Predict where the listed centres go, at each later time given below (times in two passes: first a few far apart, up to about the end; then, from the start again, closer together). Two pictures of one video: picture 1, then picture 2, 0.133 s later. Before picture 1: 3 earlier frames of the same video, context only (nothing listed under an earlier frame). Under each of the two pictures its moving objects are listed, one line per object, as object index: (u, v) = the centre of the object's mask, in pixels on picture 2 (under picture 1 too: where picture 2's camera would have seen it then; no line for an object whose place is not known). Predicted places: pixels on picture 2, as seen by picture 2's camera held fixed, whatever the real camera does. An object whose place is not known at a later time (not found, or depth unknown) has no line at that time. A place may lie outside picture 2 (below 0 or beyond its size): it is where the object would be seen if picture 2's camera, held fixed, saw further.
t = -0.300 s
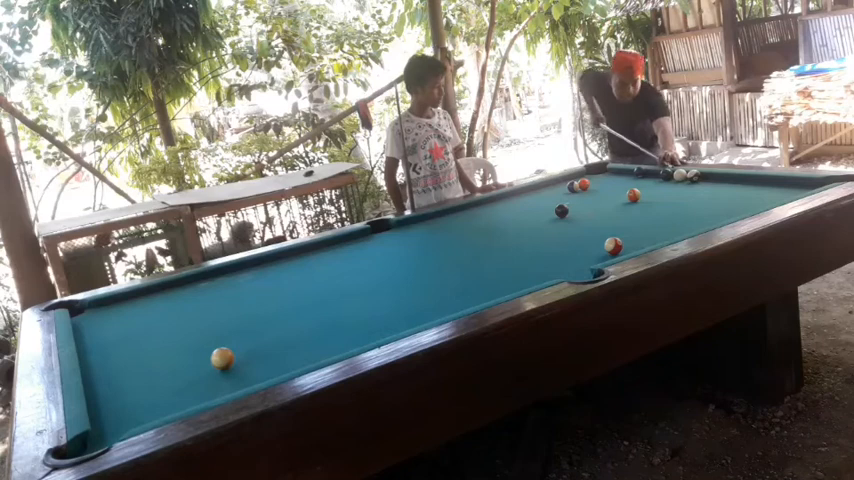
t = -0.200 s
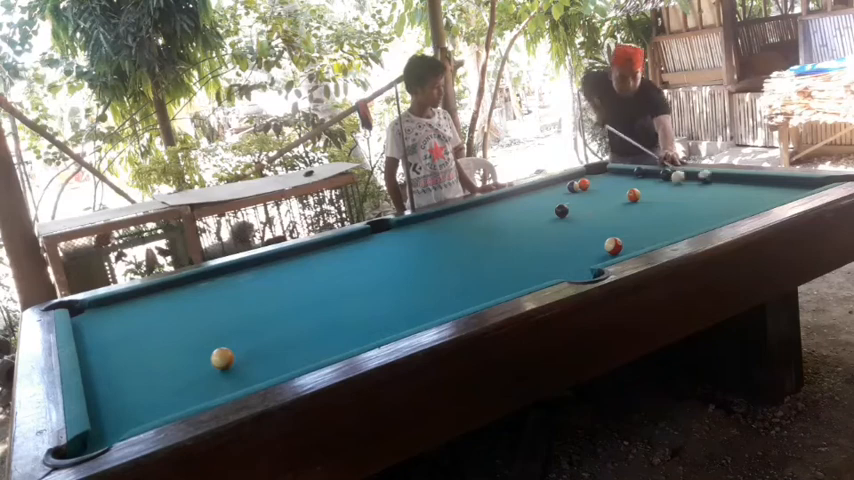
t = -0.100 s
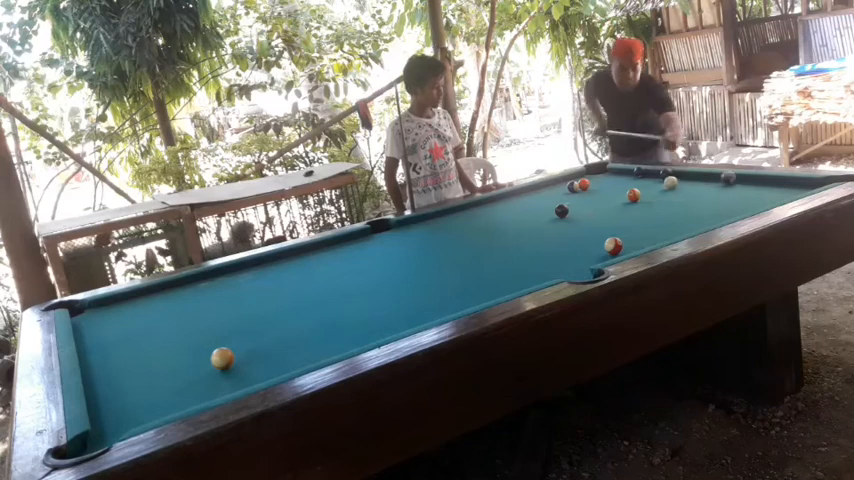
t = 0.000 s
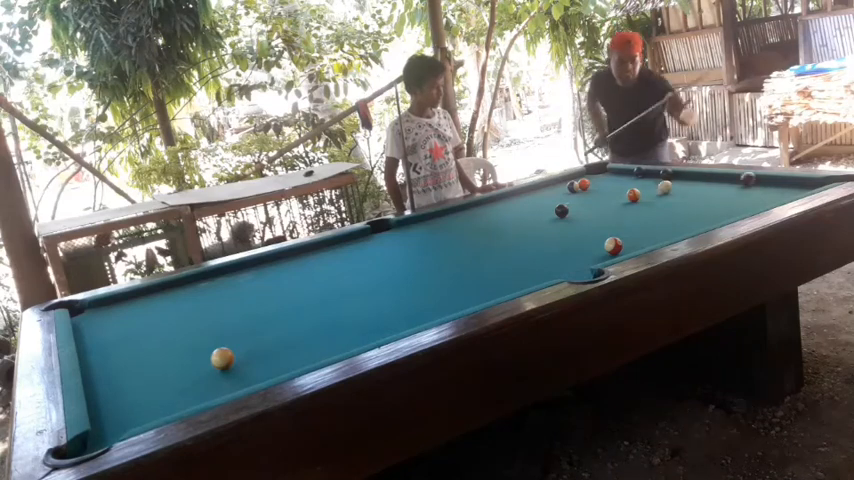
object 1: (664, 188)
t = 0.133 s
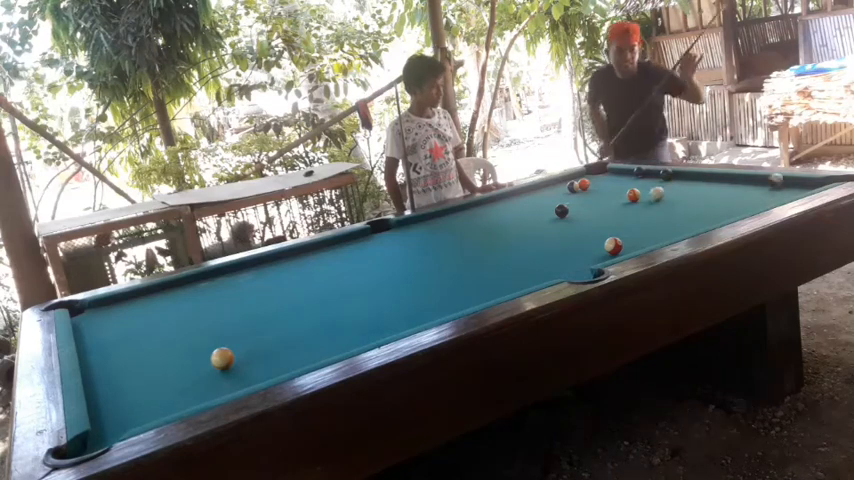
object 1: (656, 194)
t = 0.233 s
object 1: (650, 199)
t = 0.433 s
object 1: (637, 210)
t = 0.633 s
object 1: (623, 221)
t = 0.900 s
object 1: (601, 237)
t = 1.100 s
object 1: (586, 252)
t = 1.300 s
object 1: (569, 265)
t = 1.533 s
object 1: (546, 279)
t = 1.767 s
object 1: (509, 288)
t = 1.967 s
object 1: (481, 295)
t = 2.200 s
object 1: (448, 301)
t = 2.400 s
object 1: (422, 306)
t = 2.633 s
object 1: (394, 311)
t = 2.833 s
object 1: (371, 315)
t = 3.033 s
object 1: (350, 318)
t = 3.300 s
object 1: (324, 323)
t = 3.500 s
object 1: (308, 326)
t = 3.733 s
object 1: (291, 330)
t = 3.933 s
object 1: (280, 333)
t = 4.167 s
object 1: (268, 336)
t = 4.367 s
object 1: (260, 338)
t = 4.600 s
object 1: (253, 340)
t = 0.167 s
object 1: (655, 196)
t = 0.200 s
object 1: (652, 198)
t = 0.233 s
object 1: (650, 199)
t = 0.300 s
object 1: (647, 203)
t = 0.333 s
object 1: (645, 205)
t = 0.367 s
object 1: (642, 207)
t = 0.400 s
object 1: (640, 208)
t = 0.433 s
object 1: (637, 210)
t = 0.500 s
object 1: (633, 215)
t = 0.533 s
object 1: (630, 216)
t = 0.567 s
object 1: (628, 218)
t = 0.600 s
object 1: (626, 219)
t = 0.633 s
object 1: (623, 221)
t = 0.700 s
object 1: (617, 225)
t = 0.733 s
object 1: (615, 227)
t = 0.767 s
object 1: (613, 228)
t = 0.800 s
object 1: (610, 230)
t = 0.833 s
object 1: (607, 232)
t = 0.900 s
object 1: (601, 237)
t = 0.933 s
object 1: (598, 239)
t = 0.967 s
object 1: (596, 242)
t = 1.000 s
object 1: (594, 244)
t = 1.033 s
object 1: (591, 247)
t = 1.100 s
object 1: (586, 252)
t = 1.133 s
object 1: (583, 254)
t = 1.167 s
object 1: (580, 256)
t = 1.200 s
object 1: (578, 258)
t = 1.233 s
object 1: (575, 261)
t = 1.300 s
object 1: (569, 265)
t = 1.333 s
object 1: (566, 268)
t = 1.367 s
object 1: (563, 270)
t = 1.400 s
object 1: (560, 272)
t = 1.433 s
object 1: (557, 274)
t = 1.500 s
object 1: (550, 277)
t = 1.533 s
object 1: (546, 279)
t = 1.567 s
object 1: (540, 281)
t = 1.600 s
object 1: (535, 282)
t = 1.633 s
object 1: (530, 283)
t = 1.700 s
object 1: (519, 285)
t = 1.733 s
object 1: (514, 287)
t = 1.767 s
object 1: (509, 288)
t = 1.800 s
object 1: (505, 289)
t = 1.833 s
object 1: (500, 290)
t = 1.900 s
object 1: (490, 293)
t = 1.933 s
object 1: (485, 293)
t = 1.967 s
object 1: (481, 295)
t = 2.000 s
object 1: (475, 296)
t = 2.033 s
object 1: (470, 297)
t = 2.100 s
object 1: (462, 299)
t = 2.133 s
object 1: (457, 299)
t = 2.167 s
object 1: (453, 300)
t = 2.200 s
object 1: (448, 301)
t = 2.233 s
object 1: (444, 302)
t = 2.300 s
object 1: (435, 303)
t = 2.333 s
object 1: (431, 304)
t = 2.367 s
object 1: (426, 305)
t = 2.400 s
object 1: (422, 306)
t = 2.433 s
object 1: (418, 306)
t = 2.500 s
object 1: (409, 308)
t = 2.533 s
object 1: (406, 308)
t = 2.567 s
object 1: (402, 309)
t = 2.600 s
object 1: (398, 310)
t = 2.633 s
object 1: (394, 311)
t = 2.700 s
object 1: (386, 312)
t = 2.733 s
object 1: (382, 312)
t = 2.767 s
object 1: (378, 313)
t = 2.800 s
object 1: (374, 314)
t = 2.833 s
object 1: (371, 315)
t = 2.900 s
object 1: (364, 316)
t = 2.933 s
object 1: (360, 317)
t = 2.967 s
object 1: (357, 317)
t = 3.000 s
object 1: (353, 318)
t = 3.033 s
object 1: (350, 318)
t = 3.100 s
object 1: (343, 320)
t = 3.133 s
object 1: (340, 320)
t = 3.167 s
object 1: (337, 321)
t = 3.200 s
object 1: (334, 321)
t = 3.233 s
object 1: (330, 322)
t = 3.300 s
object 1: (324, 323)
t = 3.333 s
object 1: (322, 324)
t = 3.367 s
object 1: (319, 324)
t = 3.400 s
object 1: (316, 325)
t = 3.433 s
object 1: (313, 325)
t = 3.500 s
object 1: (308, 326)
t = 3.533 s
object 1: (305, 327)
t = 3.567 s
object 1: (303, 328)
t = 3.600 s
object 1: (300, 328)
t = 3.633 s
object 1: (298, 329)
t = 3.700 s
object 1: (294, 329)
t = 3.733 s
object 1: (291, 330)
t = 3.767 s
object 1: (289, 330)
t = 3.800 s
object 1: (287, 331)
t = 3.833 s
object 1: (285, 331)
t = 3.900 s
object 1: (281, 332)
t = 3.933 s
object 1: (280, 333)
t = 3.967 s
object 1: (278, 334)
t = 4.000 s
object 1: (276, 334)
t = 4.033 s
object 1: (274, 334)
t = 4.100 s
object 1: (271, 335)
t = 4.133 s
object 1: (269, 335)
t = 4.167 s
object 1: (268, 336)
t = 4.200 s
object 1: (267, 336)
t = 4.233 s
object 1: (265, 337)
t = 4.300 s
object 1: (263, 337)
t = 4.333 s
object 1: (261, 337)
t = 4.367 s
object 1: (260, 338)
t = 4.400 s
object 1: (259, 338)
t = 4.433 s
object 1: (258, 338)
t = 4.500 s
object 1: (256, 339)
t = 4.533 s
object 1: (255, 339)
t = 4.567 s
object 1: (254, 340)
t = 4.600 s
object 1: (253, 340)
